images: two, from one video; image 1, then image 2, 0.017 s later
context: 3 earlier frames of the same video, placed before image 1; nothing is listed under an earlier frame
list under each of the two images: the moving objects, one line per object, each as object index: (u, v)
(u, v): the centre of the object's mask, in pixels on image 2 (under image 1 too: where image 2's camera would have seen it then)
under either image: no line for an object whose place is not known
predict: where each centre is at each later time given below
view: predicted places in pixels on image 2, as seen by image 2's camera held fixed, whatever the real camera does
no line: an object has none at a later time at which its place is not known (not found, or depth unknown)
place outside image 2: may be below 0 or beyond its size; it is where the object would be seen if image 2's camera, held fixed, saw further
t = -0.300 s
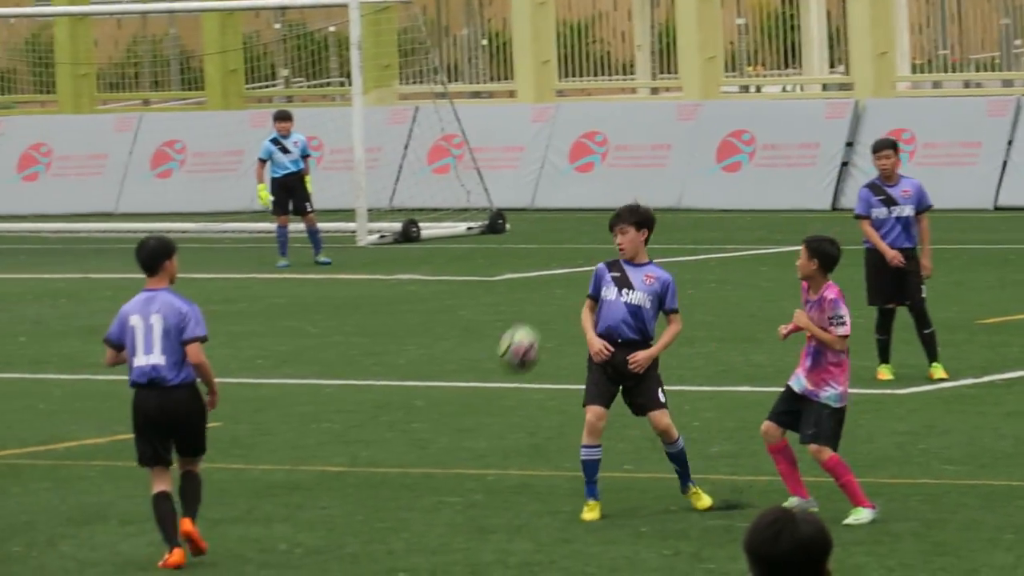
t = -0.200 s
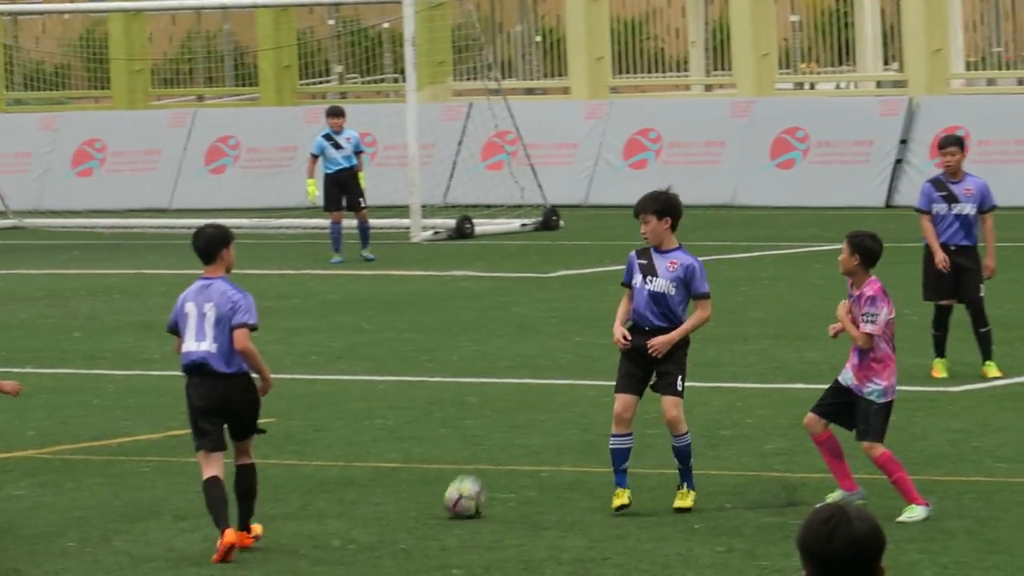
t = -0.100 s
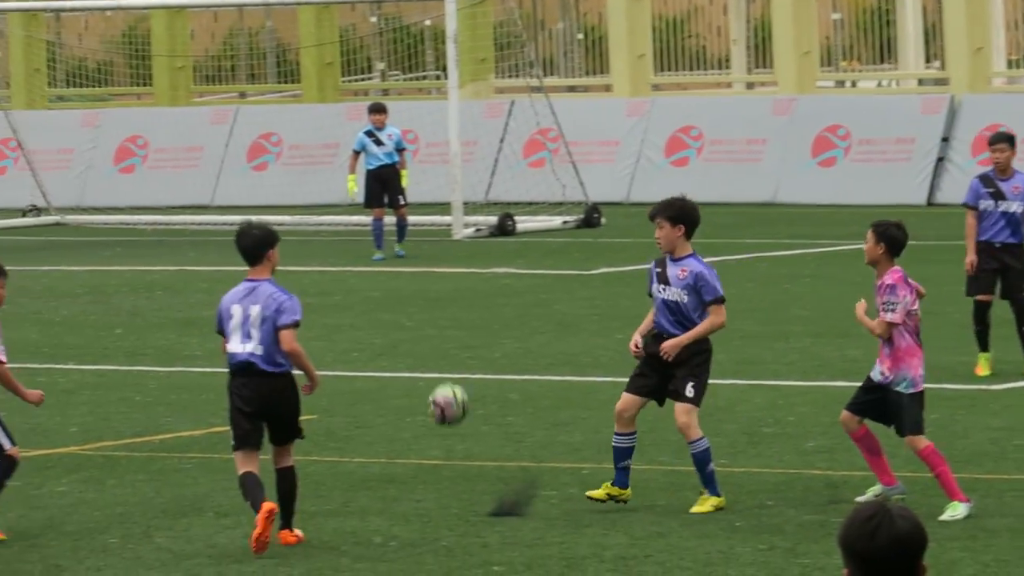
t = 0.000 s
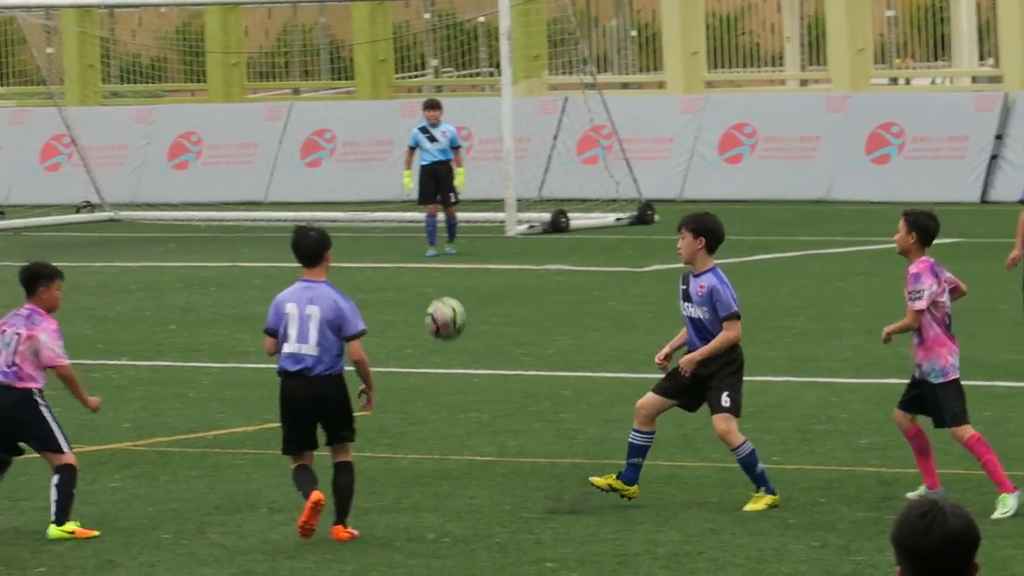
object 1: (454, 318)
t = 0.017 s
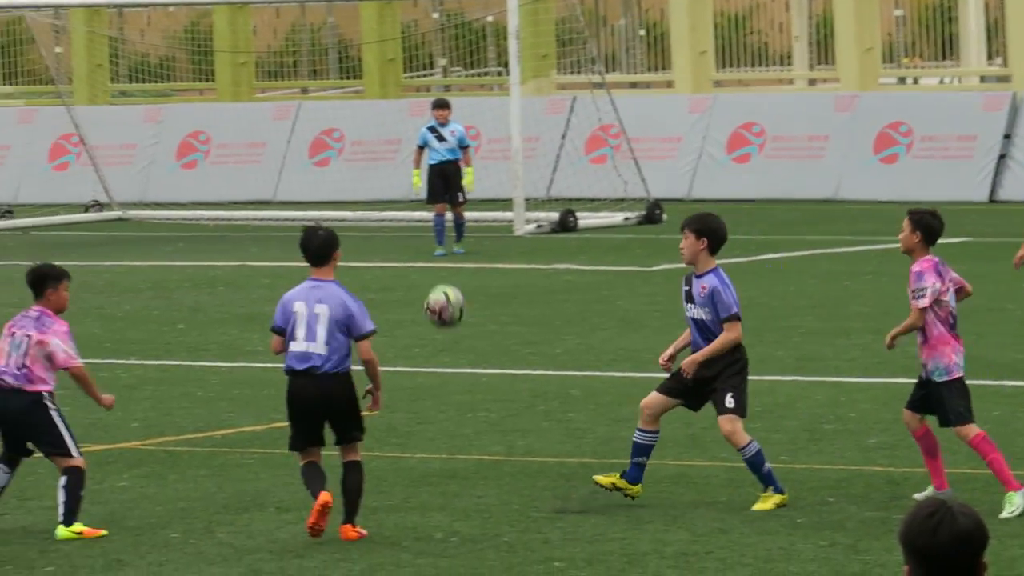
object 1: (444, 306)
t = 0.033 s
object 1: (435, 295)
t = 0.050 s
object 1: (427, 284)
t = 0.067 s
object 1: (418, 274)
